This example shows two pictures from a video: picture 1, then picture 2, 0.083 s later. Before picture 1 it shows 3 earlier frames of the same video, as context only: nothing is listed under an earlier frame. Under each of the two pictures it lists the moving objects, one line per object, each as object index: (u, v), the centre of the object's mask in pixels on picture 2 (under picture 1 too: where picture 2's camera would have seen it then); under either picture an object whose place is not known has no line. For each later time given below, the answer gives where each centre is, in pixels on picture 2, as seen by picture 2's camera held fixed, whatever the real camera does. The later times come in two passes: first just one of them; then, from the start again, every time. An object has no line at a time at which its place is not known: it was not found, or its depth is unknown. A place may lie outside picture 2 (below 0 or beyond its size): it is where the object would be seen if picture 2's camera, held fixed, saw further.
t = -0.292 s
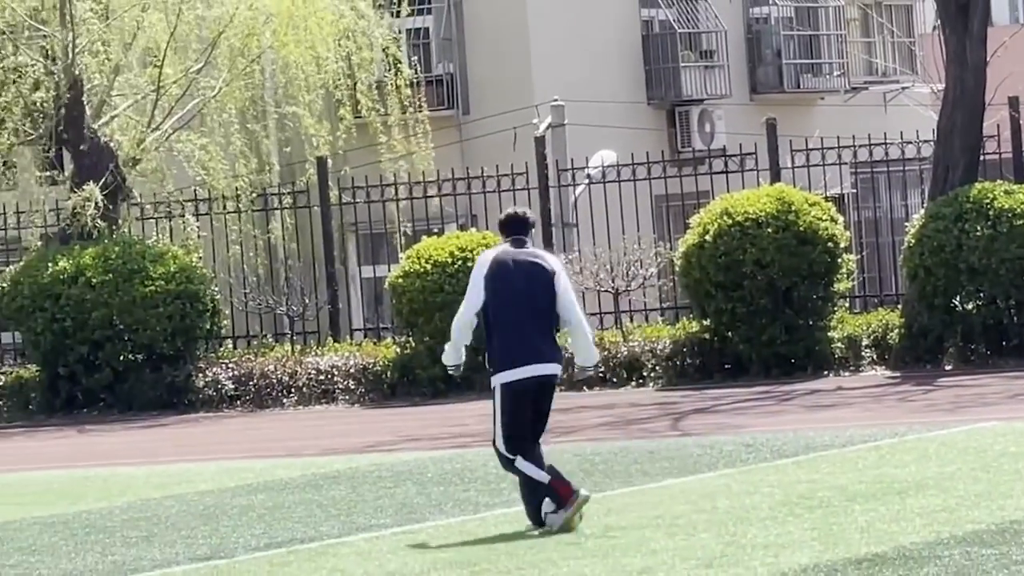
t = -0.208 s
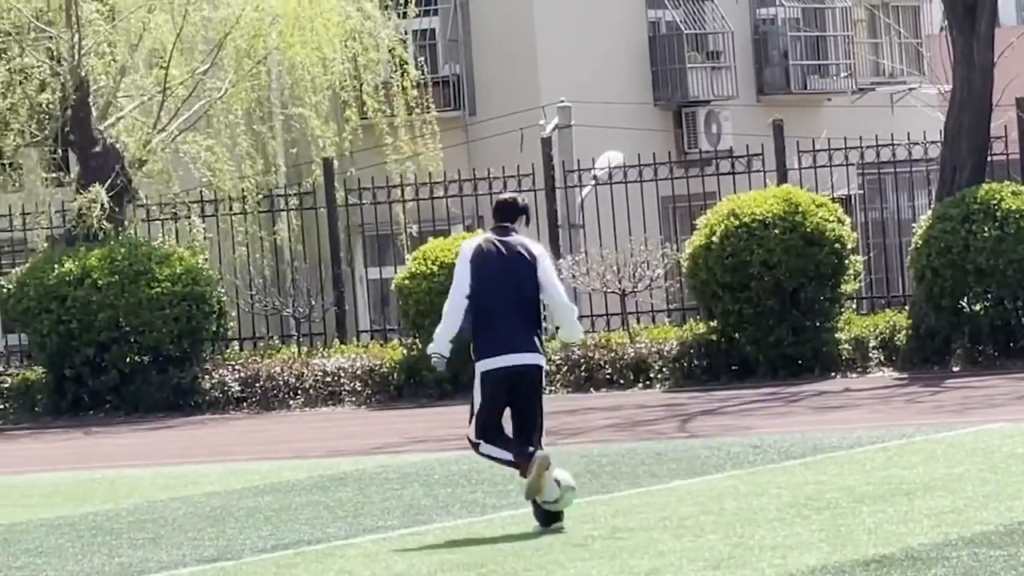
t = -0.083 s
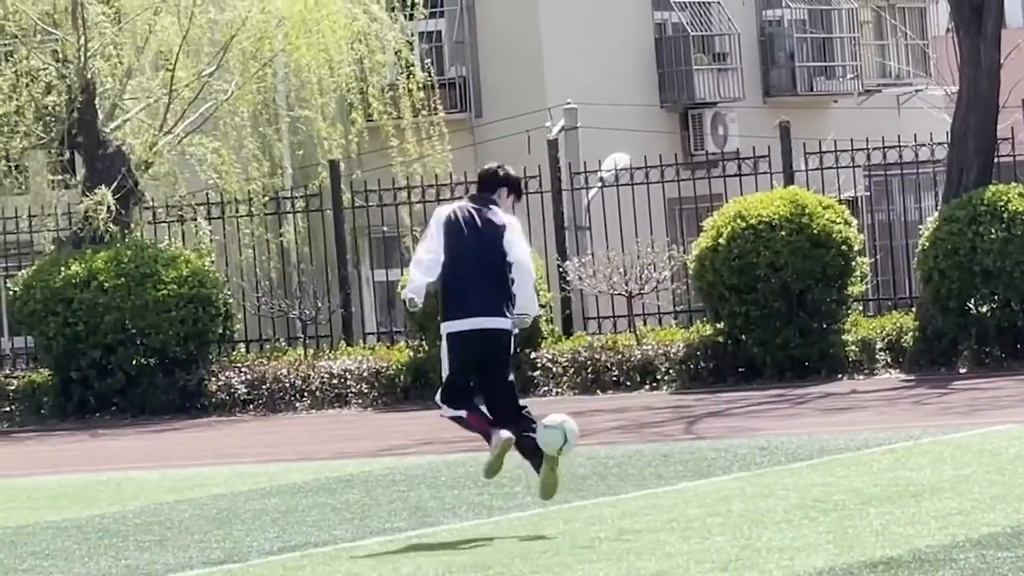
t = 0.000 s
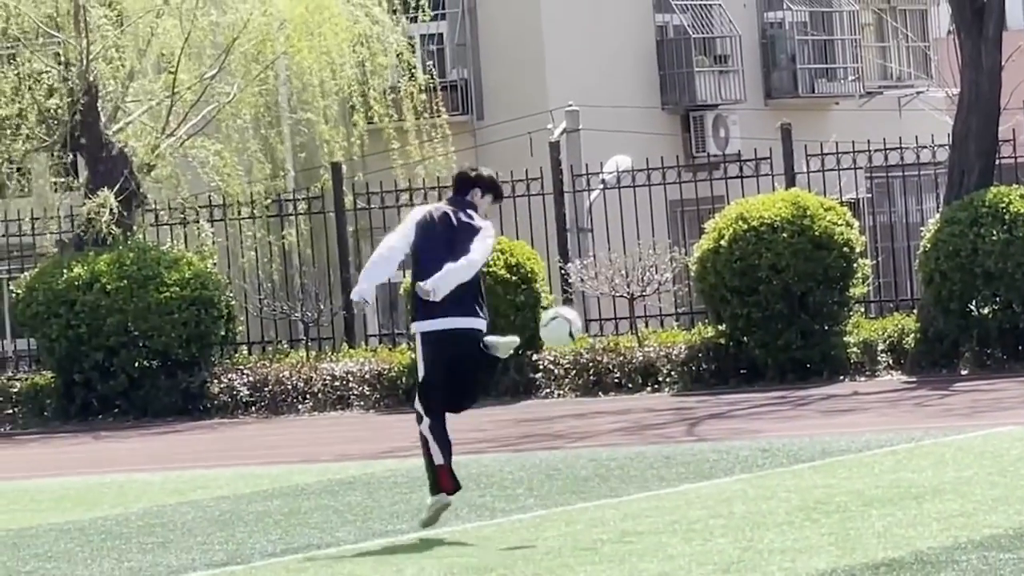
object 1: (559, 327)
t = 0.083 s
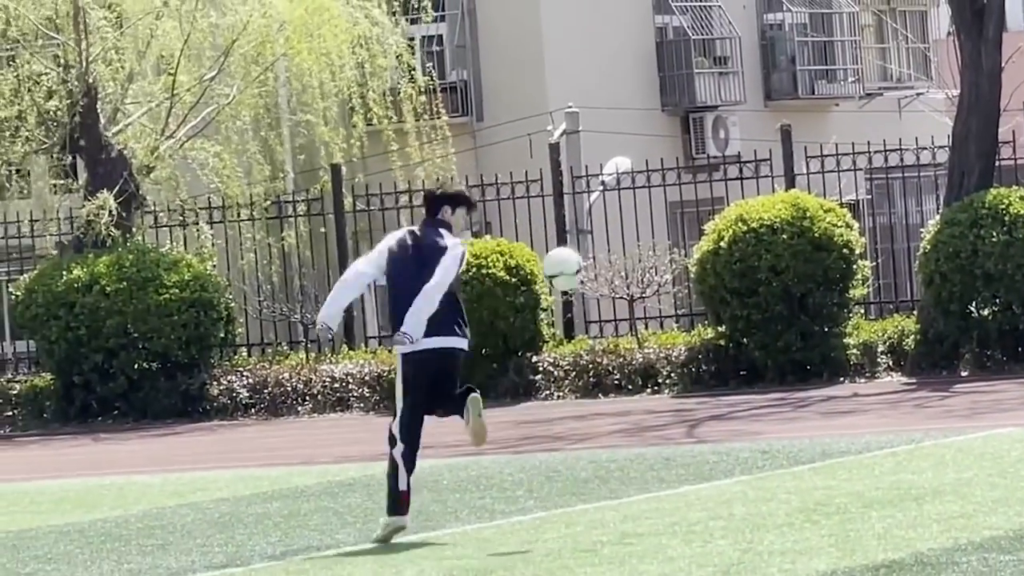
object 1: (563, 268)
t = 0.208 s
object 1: (568, 210)
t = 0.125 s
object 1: (563, 252)
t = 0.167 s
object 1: (566, 228)
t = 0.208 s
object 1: (568, 210)
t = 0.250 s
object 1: (569, 205)
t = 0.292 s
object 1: (574, 200)
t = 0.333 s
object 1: (576, 201)
